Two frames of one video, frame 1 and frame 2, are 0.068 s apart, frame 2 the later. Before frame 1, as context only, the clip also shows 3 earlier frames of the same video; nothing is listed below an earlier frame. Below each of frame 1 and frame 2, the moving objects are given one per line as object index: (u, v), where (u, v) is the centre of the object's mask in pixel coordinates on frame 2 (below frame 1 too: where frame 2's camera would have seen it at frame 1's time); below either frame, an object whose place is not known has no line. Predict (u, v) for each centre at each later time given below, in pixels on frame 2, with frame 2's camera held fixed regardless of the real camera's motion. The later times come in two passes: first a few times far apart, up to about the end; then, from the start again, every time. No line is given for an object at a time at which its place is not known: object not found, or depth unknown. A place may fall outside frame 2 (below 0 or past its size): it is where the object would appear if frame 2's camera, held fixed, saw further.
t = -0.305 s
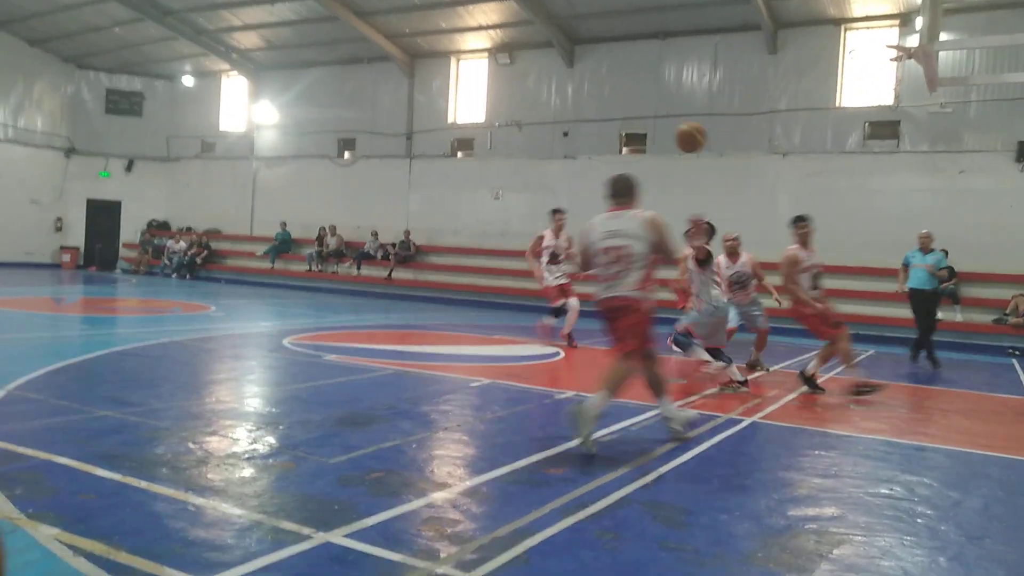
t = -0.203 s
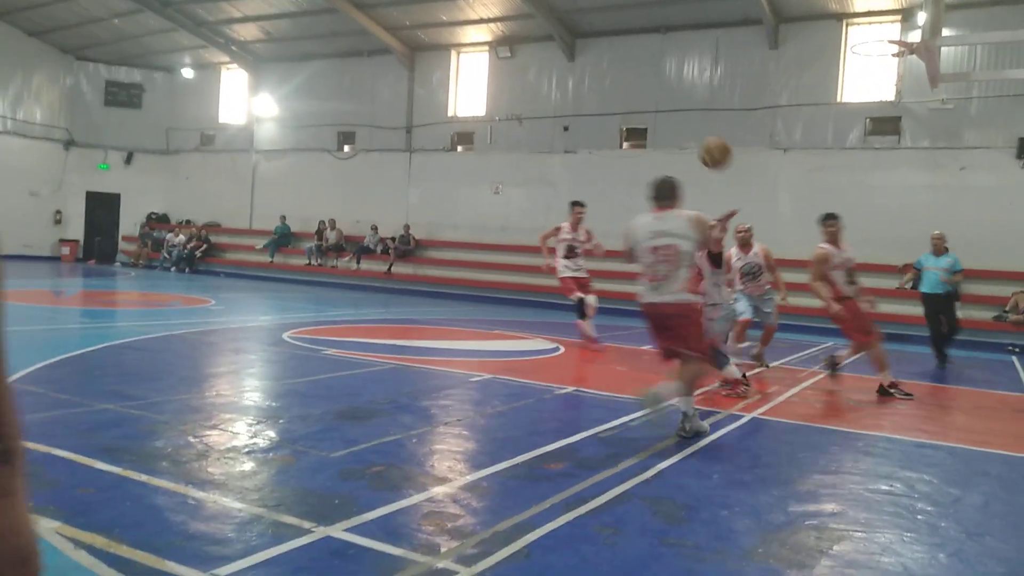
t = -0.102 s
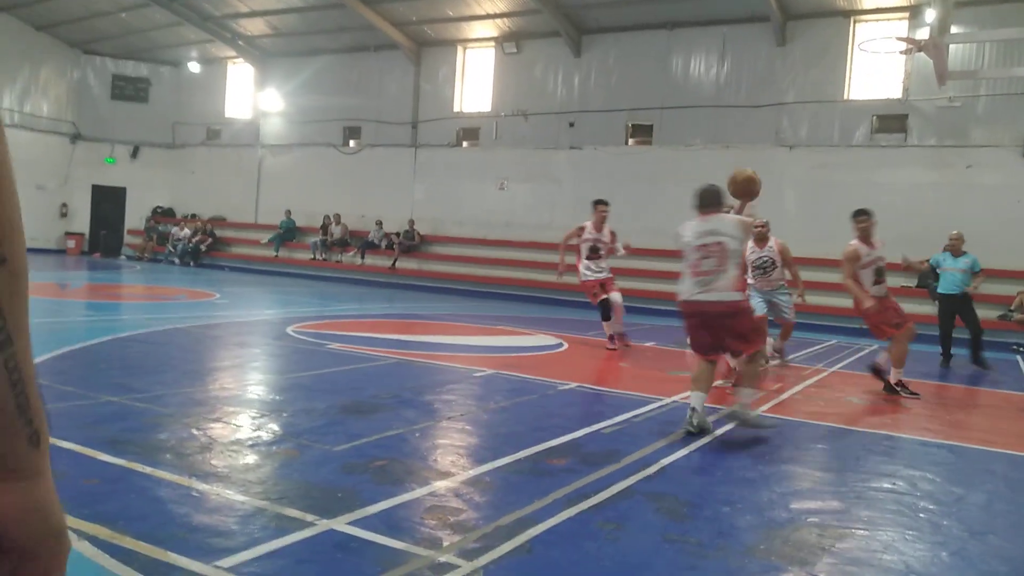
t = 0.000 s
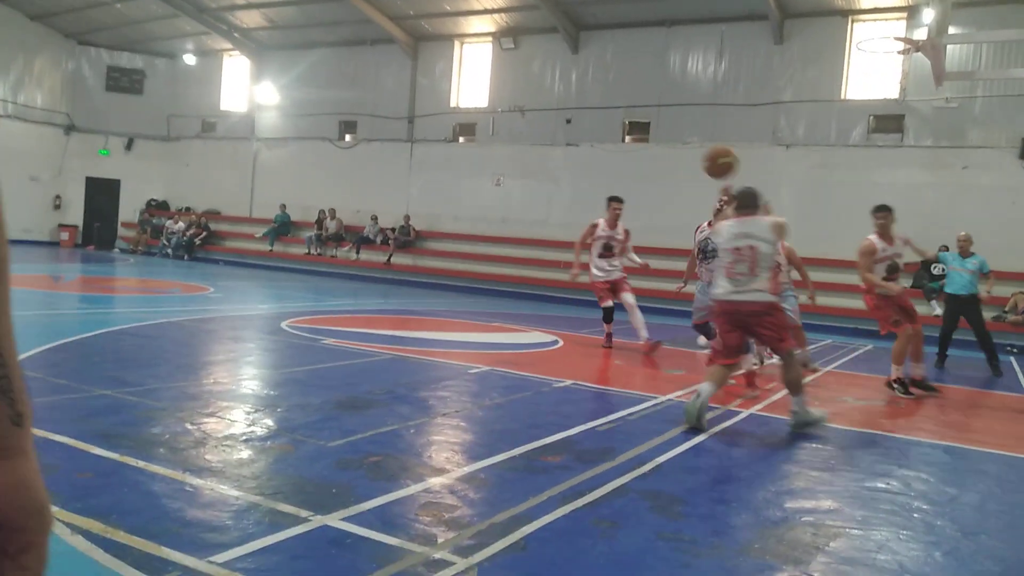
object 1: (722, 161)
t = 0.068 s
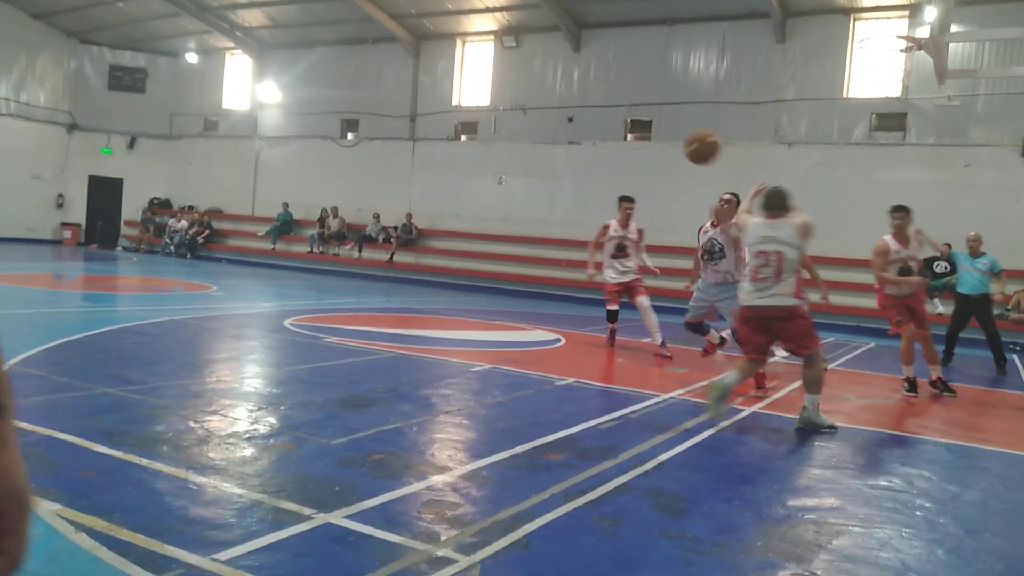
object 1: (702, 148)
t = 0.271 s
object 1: (629, 146)
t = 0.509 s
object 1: (522, 238)
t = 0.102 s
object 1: (691, 143)
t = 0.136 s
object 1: (678, 140)
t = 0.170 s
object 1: (668, 139)
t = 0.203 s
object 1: (655, 140)
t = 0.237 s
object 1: (642, 142)
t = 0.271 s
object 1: (629, 146)
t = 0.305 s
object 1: (614, 154)
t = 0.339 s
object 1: (601, 162)
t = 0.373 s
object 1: (586, 172)
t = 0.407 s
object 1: (571, 184)
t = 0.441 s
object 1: (555, 200)
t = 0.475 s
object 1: (538, 217)
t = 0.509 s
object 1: (522, 238)
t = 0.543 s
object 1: (502, 264)
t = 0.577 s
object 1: (482, 288)
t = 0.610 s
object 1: (461, 316)
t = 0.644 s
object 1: (437, 357)
